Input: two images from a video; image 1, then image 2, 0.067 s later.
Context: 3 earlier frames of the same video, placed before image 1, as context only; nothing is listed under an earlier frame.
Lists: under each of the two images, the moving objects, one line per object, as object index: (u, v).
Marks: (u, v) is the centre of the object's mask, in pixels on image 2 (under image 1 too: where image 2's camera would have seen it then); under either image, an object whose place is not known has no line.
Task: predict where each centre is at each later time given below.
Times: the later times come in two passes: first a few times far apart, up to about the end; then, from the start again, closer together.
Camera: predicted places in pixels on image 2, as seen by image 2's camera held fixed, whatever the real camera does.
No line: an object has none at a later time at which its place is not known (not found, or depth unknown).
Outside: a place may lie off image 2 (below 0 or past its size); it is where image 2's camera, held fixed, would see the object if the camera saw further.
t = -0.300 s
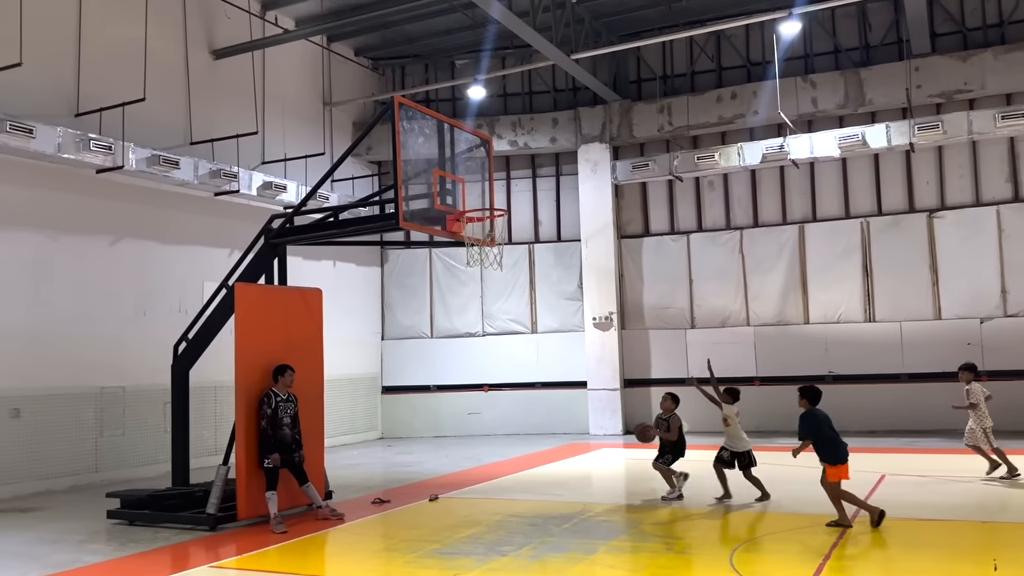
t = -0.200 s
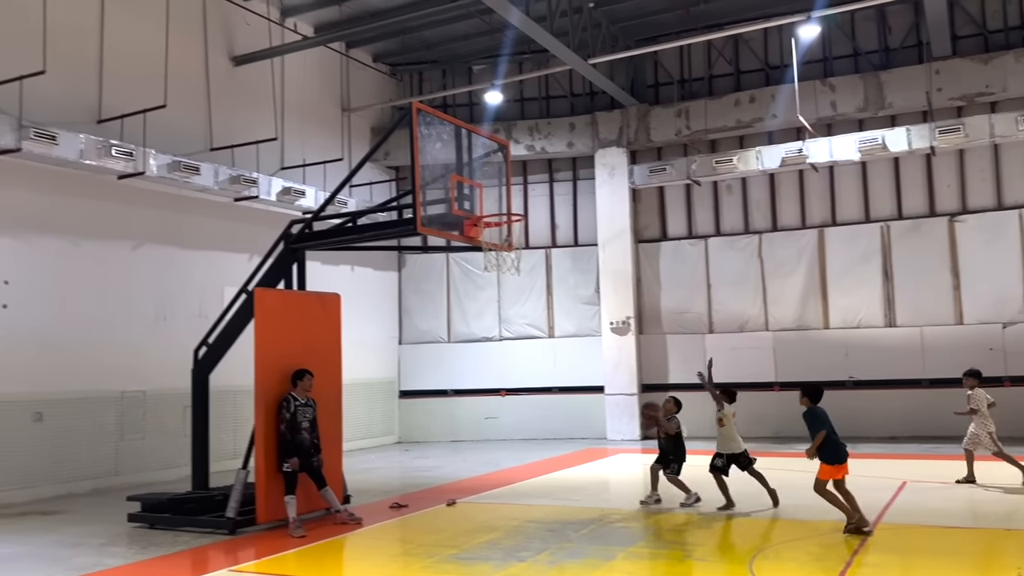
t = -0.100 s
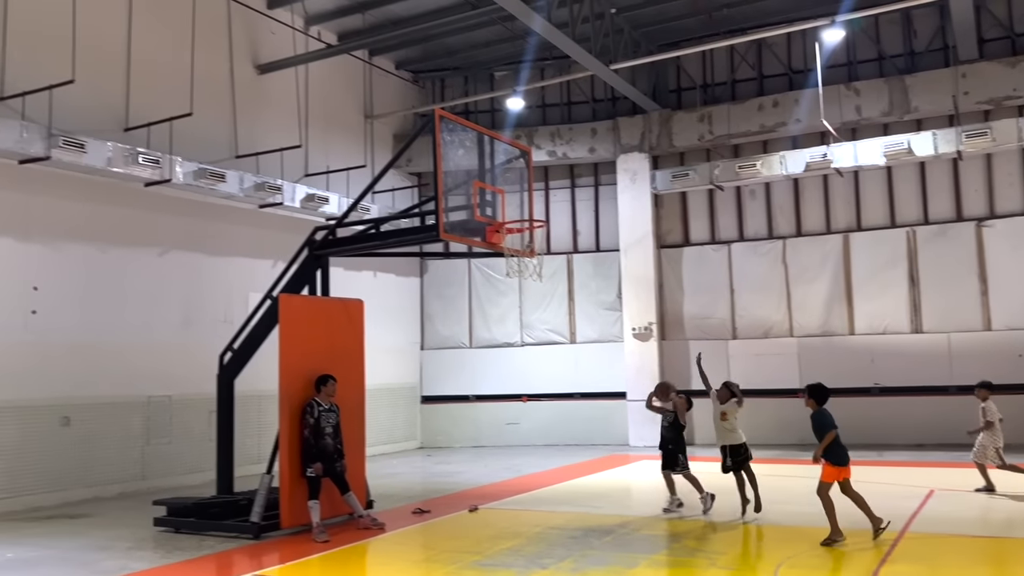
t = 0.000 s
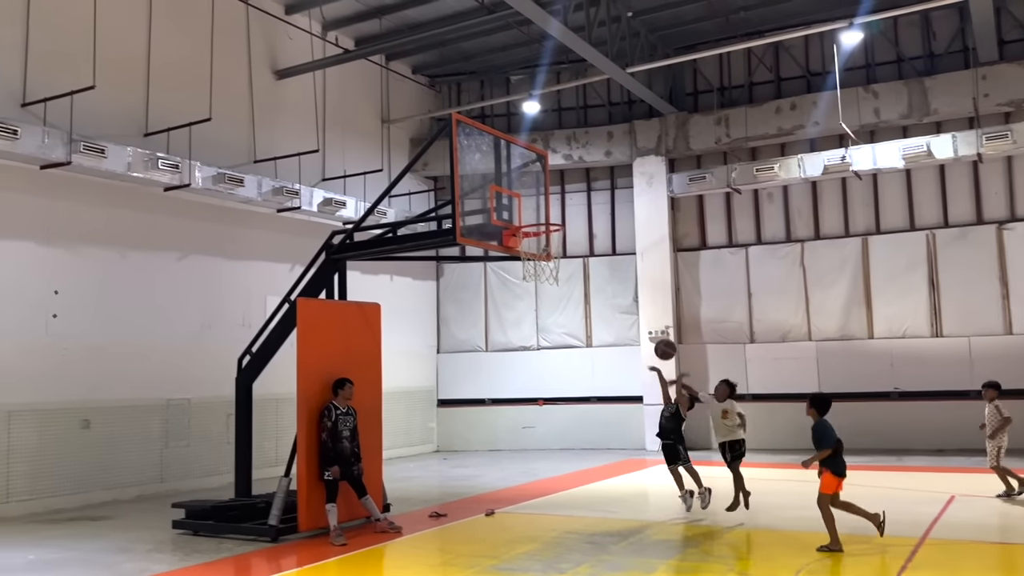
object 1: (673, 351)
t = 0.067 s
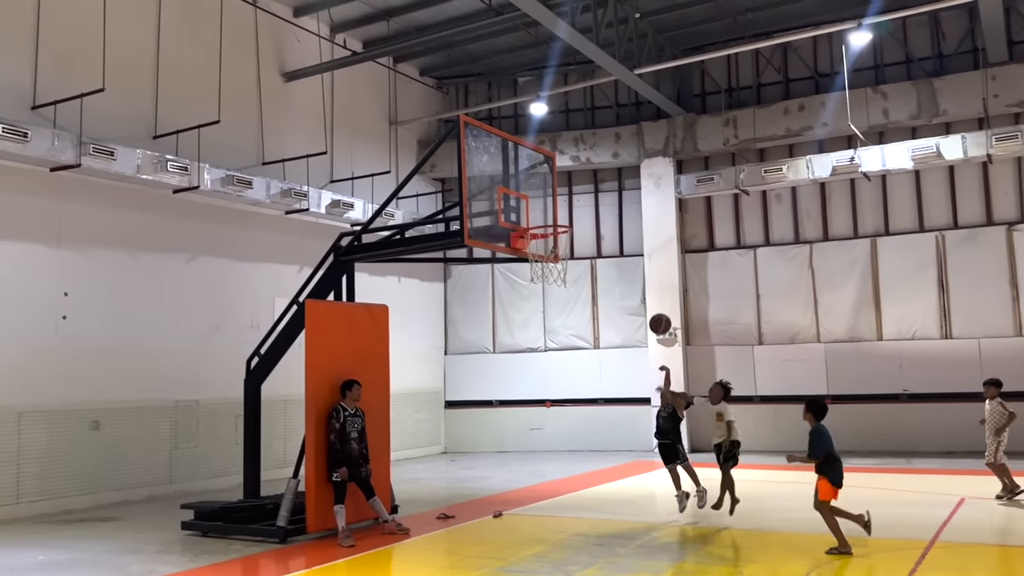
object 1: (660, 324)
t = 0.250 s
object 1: (625, 269)
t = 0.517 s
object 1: (577, 239)
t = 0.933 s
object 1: (549, 321)
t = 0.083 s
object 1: (657, 318)
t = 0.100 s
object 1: (654, 312)
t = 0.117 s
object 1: (650, 306)
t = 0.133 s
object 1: (647, 300)
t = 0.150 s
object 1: (644, 295)
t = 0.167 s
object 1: (641, 290)
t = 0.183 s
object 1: (638, 285)
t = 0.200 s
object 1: (634, 281)
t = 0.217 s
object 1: (631, 277)
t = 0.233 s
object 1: (628, 273)
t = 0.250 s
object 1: (625, 269)
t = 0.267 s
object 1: (622, 265)
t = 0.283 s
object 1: (619, 262)
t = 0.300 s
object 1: (616, 258)
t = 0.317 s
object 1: (613, 255)
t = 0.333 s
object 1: (609, 253)
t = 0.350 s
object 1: (606, 250)
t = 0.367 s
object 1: (603, 248)
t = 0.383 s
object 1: (600, 246)
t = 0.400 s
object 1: (596, 244)
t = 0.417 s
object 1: (594, 243)
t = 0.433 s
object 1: (591, 242)
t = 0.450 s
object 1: (588, 241)
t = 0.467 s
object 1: (585, 240)
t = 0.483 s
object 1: (583, 239)
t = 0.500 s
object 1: (581, 239)
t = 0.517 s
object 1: (577, 239)
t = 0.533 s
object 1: (572, 239)
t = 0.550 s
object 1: (569, 240)
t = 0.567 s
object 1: (566, 241)
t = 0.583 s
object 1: (561, 242)
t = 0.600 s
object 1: (558, 244)
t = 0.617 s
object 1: (555, 245)
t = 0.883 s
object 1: (548, 303)
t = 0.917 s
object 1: (549, 315)
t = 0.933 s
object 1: (549, 321)
